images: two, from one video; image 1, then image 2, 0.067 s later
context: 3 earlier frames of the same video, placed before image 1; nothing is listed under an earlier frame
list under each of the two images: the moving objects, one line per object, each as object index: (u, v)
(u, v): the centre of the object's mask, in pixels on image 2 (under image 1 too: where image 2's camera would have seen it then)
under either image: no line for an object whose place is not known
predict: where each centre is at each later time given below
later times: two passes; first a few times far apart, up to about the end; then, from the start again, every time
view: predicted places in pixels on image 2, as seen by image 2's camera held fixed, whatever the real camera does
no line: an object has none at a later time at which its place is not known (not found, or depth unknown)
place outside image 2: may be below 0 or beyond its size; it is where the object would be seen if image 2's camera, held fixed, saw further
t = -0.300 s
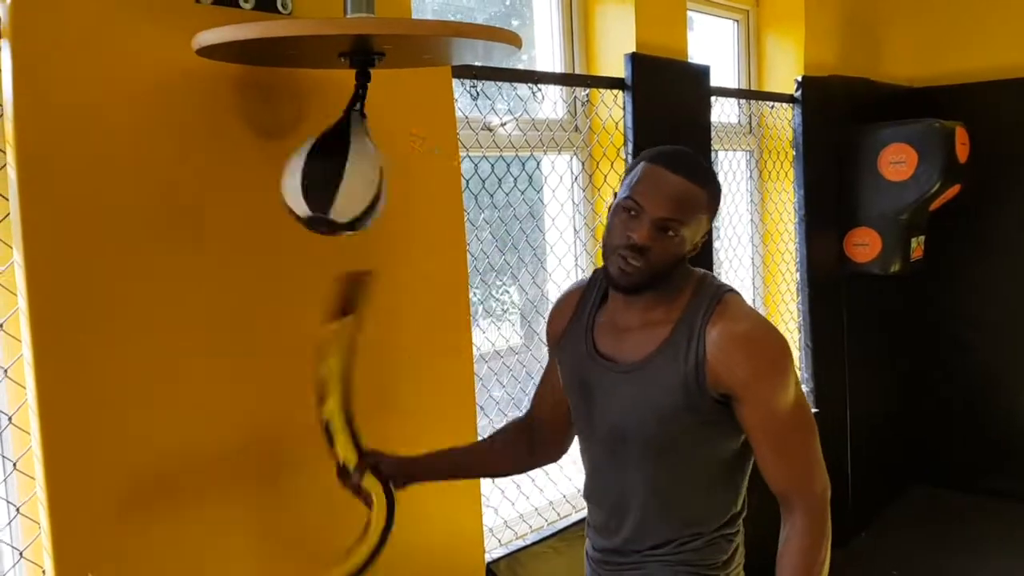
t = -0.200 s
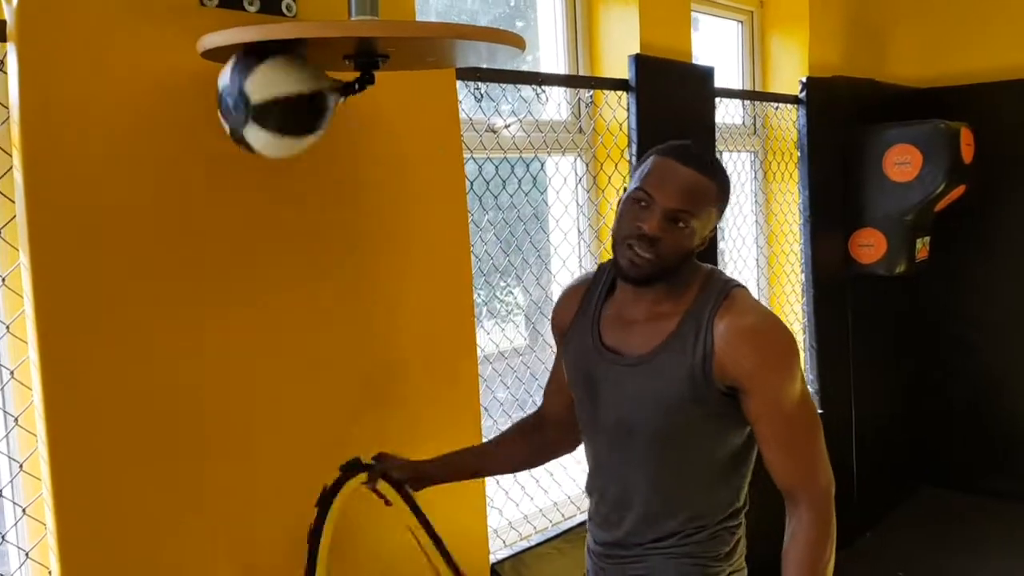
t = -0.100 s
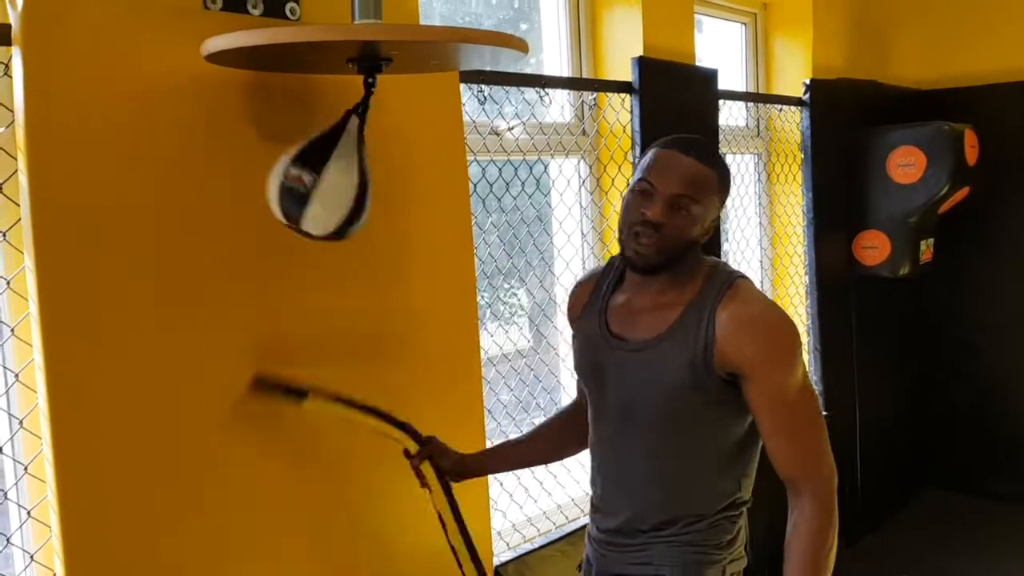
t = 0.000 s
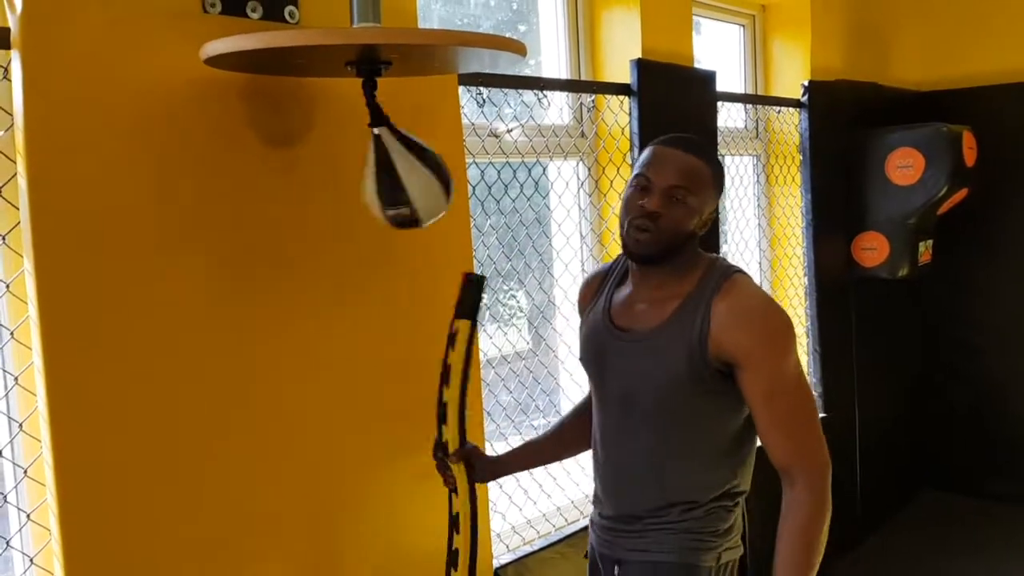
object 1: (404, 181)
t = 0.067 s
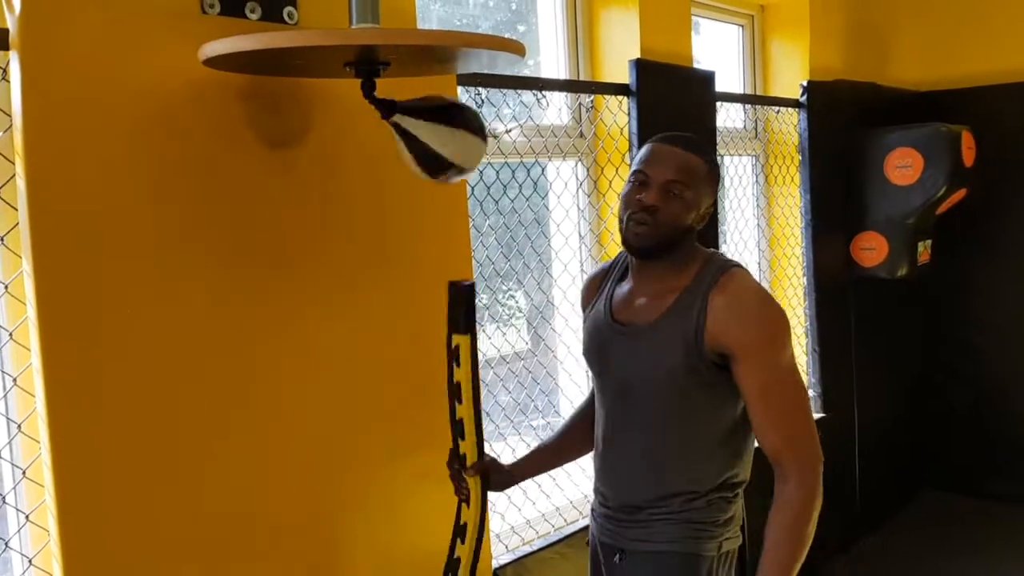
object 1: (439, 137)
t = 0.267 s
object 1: (409, 190)
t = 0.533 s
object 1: (267, 117)
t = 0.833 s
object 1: (428, 171)
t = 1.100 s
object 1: (463, 134)
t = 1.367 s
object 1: (302, 173)
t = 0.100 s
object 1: (449, 113)
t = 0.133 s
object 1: (451, 119)
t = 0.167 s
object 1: (447, 138)
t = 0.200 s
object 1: (441, 159)
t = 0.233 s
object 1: (428, 178)
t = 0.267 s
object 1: (409, 190)
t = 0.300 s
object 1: (384, 196)
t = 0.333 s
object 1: (357, 194)
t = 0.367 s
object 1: (329, 182)
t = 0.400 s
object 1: (305, 165)
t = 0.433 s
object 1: (286, 146)
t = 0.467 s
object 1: (274, 127)
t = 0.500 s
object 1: (267, 113)
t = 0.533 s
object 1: (267, 117)
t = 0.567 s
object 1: (271, 129)
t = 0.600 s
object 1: (278, 146)
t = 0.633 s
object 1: (290, 164)
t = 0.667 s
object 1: (309, 179)
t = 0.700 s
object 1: (332, 191)
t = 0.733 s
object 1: (358, 197)
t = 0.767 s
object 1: (386, 195)
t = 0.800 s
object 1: (410, 185)
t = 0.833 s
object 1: (428, 171)
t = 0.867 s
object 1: (444, 156)
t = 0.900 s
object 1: (456, 140)
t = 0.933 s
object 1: (463, 127)
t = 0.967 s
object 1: (467, 117)
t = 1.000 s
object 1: (468, 112)
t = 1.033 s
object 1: (468, 113)
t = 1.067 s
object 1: (467, 122)
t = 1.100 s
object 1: (463, 134)
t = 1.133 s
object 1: (458, 149)
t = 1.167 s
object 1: (446, 164)
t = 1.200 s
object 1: (429, 179)
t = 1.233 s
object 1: (406, 190)
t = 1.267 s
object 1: (380, 196)
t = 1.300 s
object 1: (351, 194)
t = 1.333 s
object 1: (325, 186)
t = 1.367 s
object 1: (302, 173)
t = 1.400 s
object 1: (285, 158)
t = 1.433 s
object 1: (274, 144)
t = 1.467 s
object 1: (268, 132)
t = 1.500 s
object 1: (266, 125)
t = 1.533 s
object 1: (265, 122)
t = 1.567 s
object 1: (267, 122)
